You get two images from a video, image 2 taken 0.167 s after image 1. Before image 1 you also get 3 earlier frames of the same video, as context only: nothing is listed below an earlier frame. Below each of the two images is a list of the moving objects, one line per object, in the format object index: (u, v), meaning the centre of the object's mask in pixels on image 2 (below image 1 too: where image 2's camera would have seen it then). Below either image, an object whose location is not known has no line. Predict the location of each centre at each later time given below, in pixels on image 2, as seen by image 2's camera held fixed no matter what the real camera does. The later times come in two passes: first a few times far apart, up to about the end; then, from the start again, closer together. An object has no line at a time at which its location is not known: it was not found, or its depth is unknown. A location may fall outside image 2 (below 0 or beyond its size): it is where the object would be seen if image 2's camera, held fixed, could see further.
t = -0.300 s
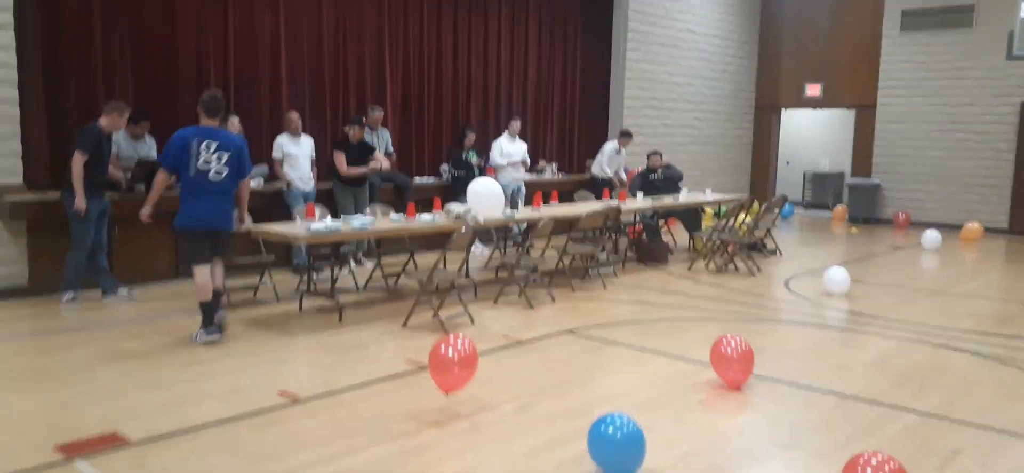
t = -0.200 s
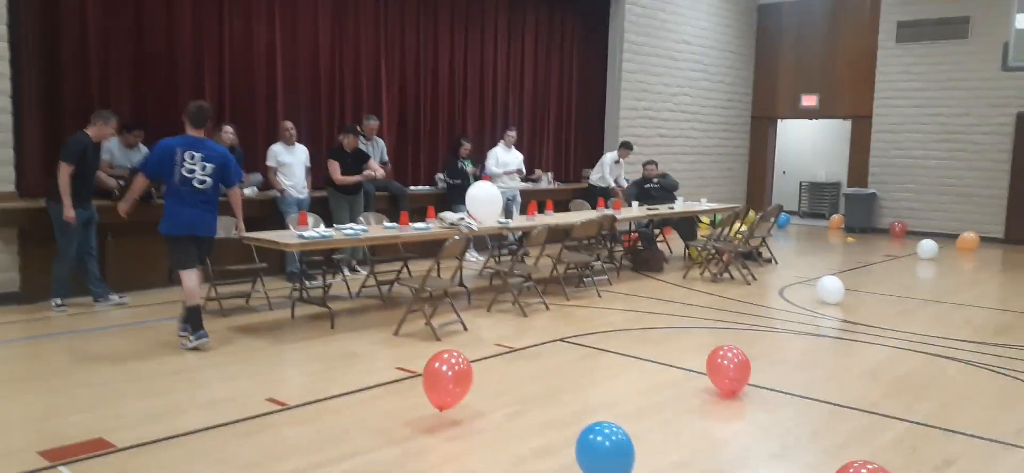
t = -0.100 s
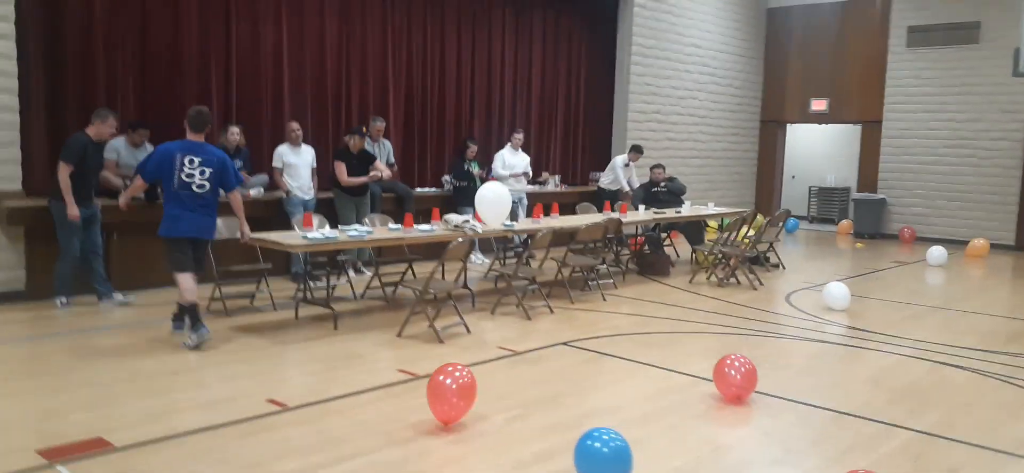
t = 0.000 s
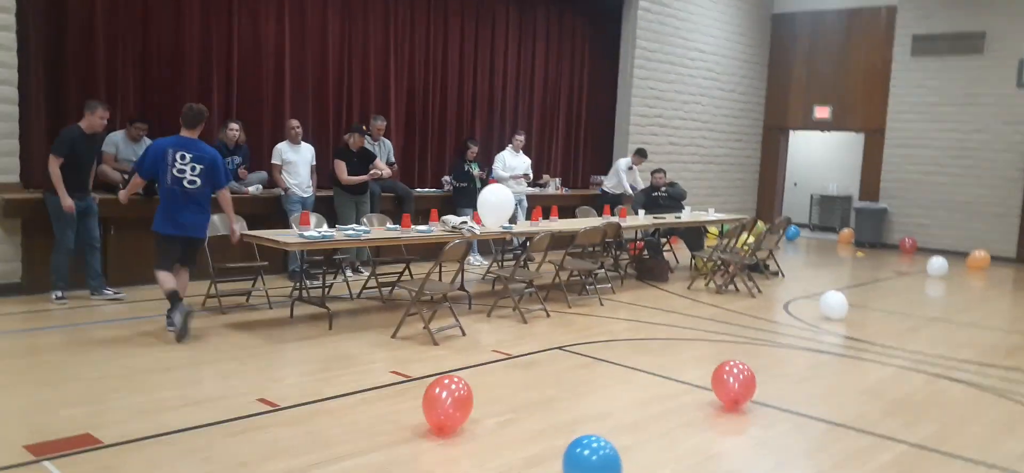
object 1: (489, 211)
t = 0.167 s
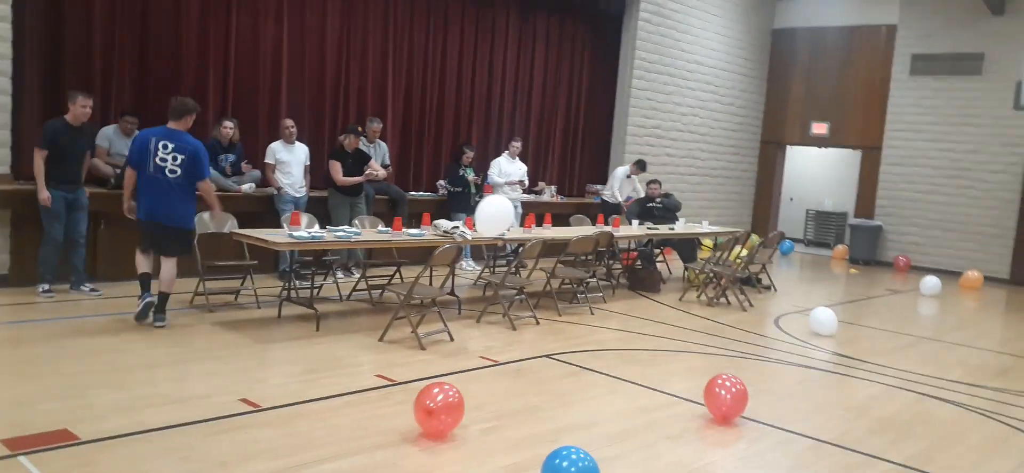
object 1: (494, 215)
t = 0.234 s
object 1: (496, 218)
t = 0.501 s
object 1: (506, 235)
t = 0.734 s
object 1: (515, 257)
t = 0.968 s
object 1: (523, 286)
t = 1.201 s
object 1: (528, 322)
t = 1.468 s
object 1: (530, 338)
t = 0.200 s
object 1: (495, 217)
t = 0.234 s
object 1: (496, 218)
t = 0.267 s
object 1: (497, 220)
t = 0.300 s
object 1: (499, 222)
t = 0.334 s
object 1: (500, 224)
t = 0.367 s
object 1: (501, 226)
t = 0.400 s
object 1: (502, 228)
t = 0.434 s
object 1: (504, 230)
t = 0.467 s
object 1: (505, 233)
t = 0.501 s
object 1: (506, 235)
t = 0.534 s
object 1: (508, 238)
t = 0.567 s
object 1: (509, 241)
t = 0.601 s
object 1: (510, 244)
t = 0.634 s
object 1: (511, 247)
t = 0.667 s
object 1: (513, 250)
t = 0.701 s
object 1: (514, 254)
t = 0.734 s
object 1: (515, 257)
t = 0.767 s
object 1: (516, 261)
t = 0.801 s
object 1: (518, 264)
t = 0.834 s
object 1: (519, 269)
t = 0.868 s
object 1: (521, 272)
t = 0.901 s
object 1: (522, 278)
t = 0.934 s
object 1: (522, 282)
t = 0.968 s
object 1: (523, 286)
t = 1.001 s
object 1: (525, 292)
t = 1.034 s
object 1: (525, 296)
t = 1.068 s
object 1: (527, 301)
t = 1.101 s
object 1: (528, 306)
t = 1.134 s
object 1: (528, 311)
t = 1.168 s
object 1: (528, 316)
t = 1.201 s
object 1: (528, 322)
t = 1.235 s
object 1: (528, 327)
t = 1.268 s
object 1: (528, 332)
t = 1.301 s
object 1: (528, 336)
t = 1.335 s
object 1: (528, 343)
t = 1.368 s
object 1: (528, 348)
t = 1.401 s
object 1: (528, 348)
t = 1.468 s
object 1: (530, 338)
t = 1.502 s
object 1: (531, 332)
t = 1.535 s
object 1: (533, 328)
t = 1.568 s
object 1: (533, 326)
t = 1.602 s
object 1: (534, 323)
